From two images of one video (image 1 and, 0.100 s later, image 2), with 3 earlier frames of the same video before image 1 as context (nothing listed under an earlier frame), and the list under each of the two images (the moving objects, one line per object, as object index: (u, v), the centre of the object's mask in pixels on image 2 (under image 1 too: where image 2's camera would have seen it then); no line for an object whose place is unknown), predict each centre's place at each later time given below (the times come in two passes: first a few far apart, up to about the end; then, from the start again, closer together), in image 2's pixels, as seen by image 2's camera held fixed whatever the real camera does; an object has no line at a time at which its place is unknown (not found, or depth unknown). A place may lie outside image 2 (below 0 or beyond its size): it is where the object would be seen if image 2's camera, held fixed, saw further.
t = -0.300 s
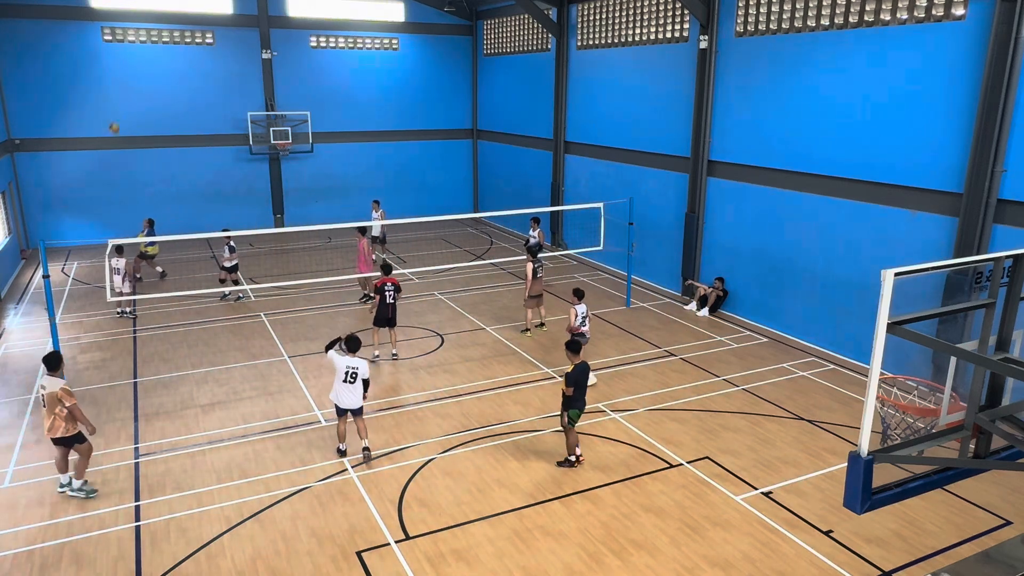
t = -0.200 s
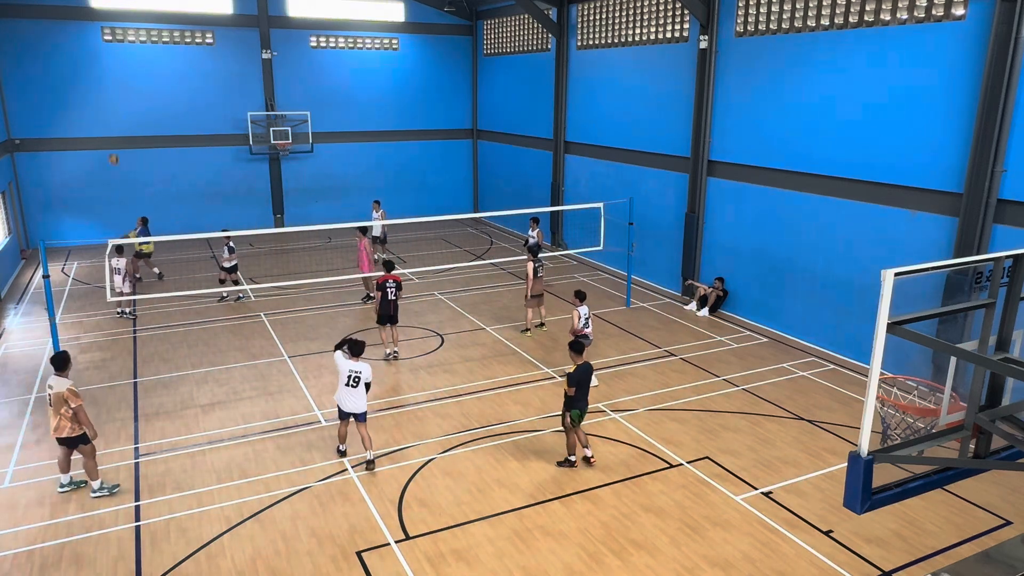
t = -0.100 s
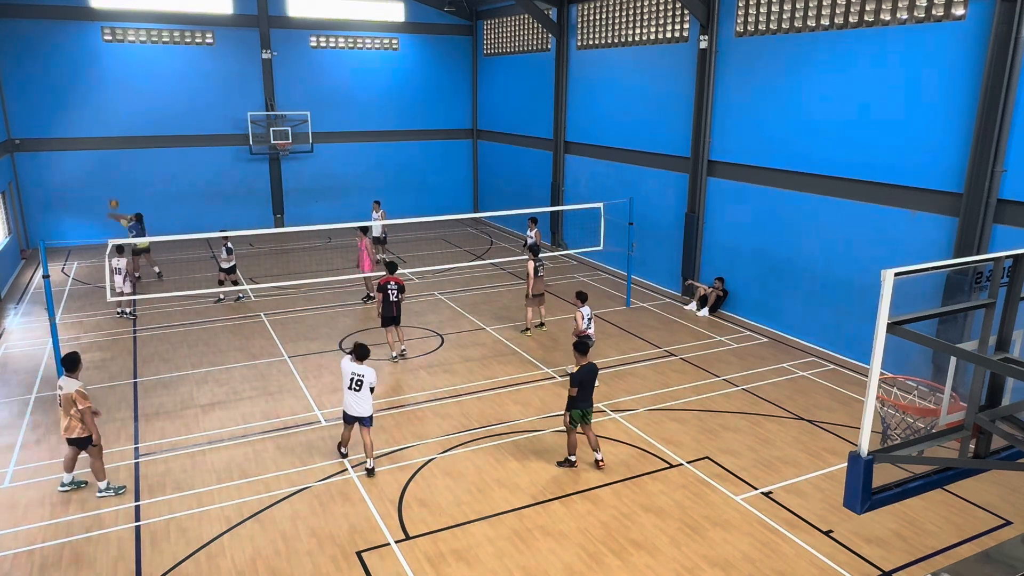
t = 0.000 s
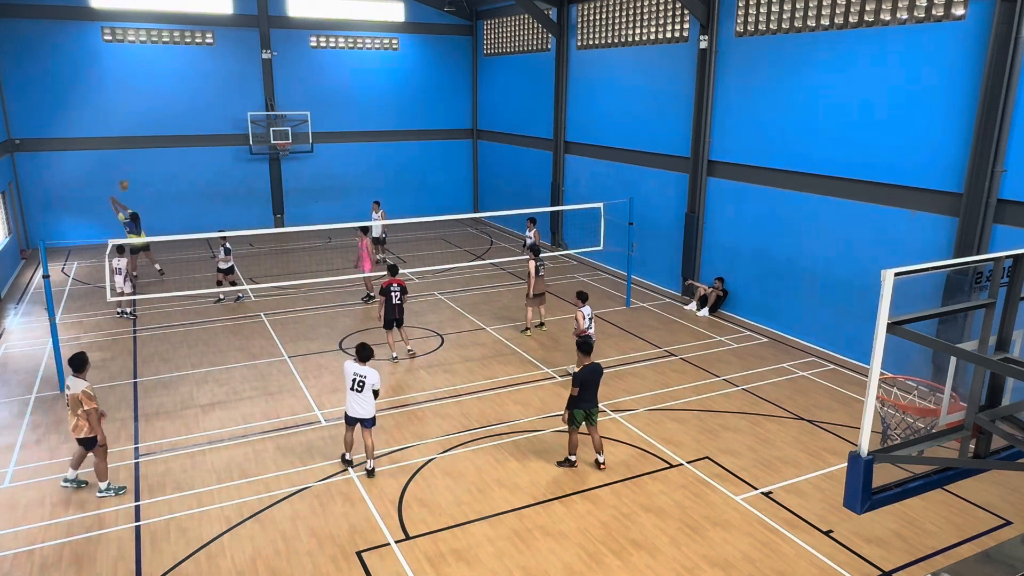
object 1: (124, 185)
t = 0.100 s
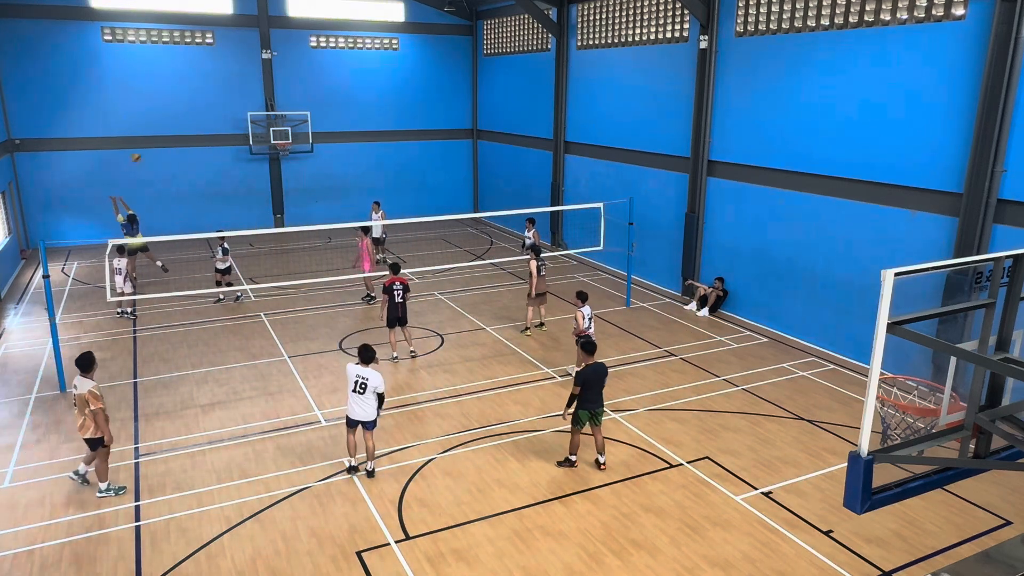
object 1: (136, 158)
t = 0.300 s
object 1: (160, 120)
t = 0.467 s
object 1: (188, 93)
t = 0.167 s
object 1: (141, 150)
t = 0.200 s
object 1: (145, 141)
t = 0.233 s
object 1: (150, 134)
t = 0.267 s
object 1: (155, 126)
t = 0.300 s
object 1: (160, 120)
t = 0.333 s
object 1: (165, 113)
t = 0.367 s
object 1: (171, 107)
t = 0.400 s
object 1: (176, 102)
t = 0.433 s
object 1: (182, 97)
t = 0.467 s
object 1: (188, 93)
